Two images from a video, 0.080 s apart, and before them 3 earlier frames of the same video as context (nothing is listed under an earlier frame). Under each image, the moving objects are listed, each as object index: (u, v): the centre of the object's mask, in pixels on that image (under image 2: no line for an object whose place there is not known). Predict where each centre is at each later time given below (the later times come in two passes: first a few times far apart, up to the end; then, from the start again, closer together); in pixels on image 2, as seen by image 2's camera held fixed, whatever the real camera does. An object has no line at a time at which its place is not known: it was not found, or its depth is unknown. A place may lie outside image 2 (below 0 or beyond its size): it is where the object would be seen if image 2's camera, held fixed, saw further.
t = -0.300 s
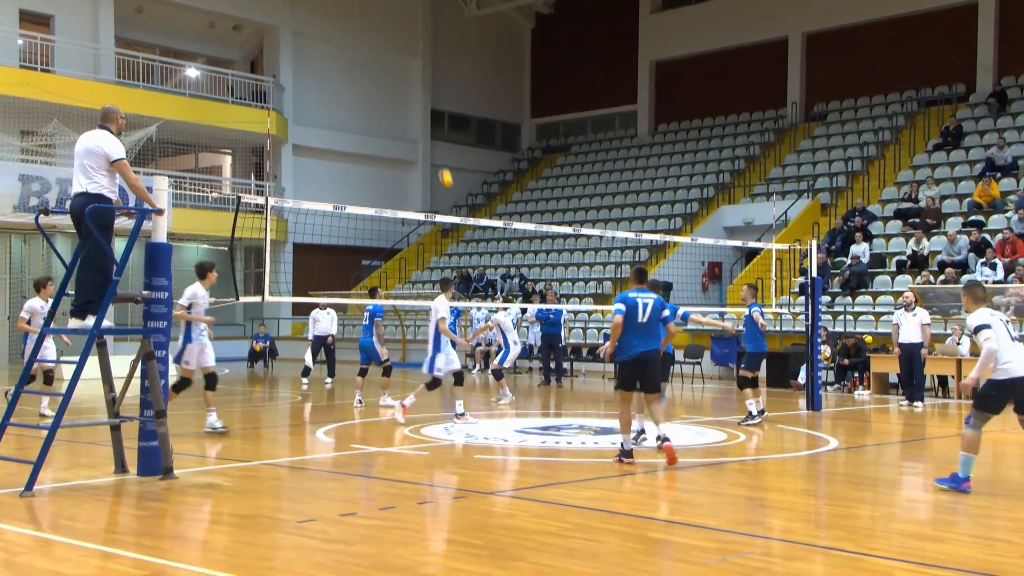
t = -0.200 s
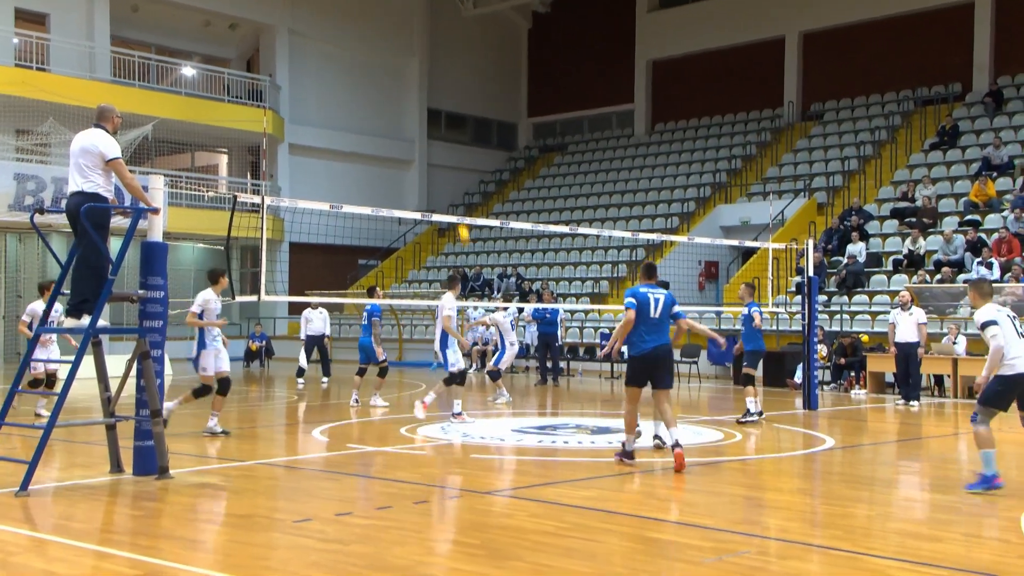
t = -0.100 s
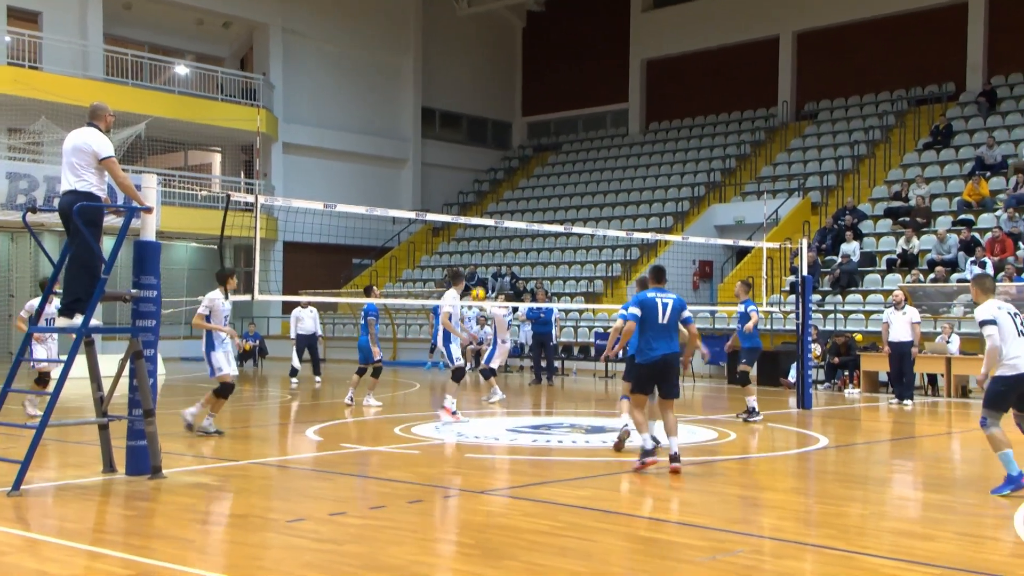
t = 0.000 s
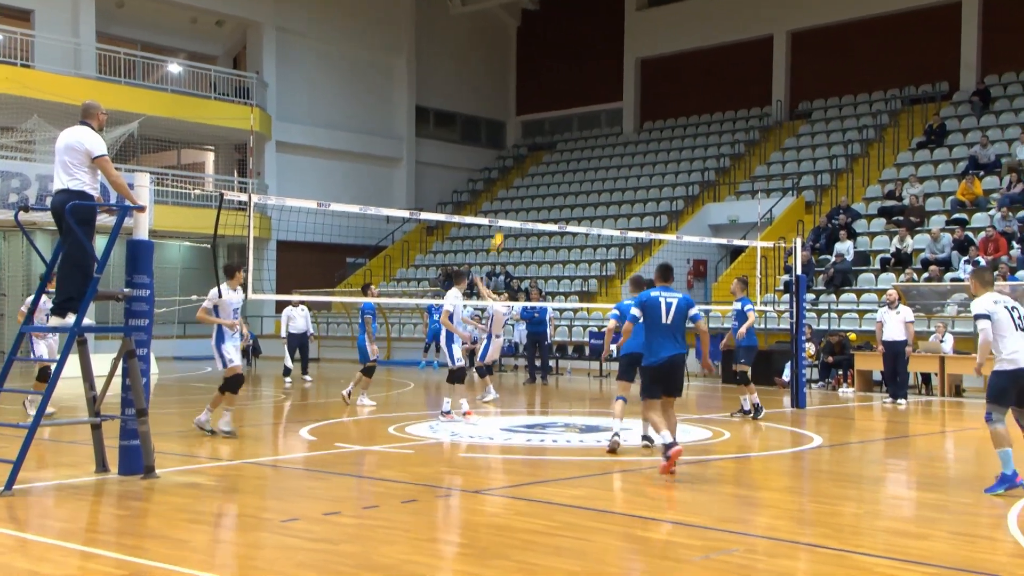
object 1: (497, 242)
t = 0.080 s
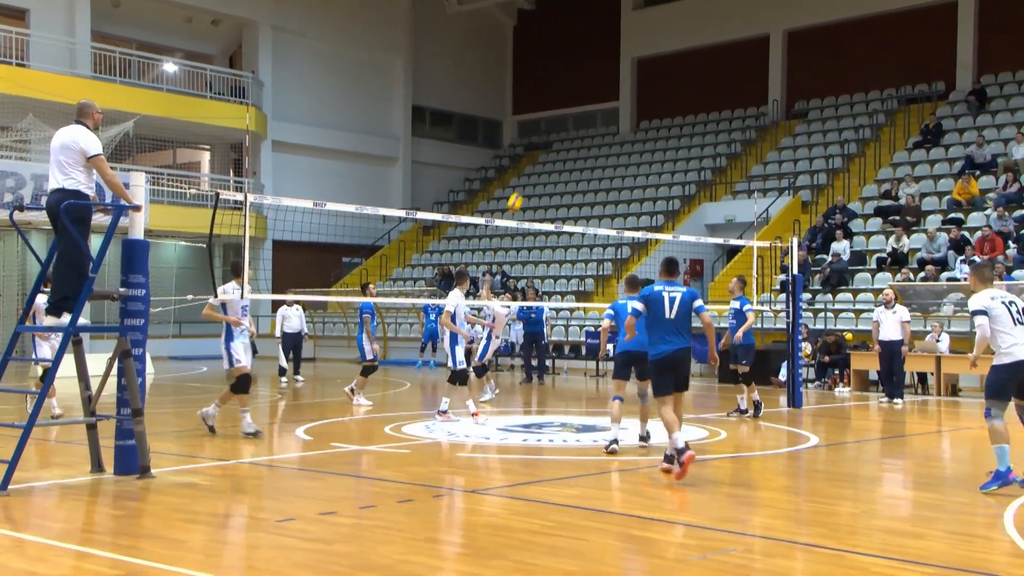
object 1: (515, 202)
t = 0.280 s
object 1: (571, 118)
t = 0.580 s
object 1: (671, 29)
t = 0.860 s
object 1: (780, 6)
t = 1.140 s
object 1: (906, 52)
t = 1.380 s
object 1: (1034, 169)
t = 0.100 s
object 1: (520, 194)
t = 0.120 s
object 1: (525, 184)
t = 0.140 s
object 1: (531, 175)
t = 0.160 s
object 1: (536, 166)
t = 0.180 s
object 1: (542, 158)
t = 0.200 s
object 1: (548, 149)
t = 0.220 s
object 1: (554, 141)
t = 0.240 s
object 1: (560, 133)
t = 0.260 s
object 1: (566, 125)
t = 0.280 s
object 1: (571, 118)
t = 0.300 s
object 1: (578, 109)
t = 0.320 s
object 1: (584, 102)
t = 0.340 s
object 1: (590, 95)
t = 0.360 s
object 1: (596, 89)
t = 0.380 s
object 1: (603, 82)
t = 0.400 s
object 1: (610, 75)
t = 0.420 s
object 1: (616, 70)
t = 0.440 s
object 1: (623, 64)
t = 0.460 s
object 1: (630, 59)
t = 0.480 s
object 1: (636, 52)
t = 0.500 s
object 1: (643, 47)
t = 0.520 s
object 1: (650, 42)
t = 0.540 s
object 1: (657, 37)
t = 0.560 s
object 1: (664, 33)
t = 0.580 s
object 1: (671, 29)
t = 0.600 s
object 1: (678, 25)
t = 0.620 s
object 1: (686, 22)
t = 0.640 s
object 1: (693, 18)
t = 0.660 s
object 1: (701, 15)
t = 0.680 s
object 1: (708, 12)
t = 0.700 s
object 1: (716, 11)
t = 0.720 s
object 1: (723, 9)
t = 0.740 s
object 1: (731, 8)
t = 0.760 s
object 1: (739, 7)
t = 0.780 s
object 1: (747, 7)
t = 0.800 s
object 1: (756, 7)
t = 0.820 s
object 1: (763, 6)
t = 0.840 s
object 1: (772, 6)
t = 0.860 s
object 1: (780, 6)
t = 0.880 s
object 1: (788, 6)
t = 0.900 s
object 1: (797, 7)
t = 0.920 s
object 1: (806, 8)
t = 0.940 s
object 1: (814, 9)
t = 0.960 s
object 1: (823, 11)
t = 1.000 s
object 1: (841, 17)
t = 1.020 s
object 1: (850, 20)
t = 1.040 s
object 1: (859, 24)
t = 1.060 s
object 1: (868, 29)
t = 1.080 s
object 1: (878, 34)
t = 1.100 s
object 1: (887, 39)
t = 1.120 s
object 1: (897, 45)
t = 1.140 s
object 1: (906, 52)
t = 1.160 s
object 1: (916, 58)
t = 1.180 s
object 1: (927, 66)
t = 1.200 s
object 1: (936, 73)
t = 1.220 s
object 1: (946, 81)
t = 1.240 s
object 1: (957, 91)
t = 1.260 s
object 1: (968, 100)
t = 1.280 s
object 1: (978, 110)
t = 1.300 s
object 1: (988, 120)
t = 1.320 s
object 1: (1000, 131)
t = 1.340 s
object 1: (1011, 143)
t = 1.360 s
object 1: (1021, 156)
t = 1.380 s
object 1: (1034, 169)
